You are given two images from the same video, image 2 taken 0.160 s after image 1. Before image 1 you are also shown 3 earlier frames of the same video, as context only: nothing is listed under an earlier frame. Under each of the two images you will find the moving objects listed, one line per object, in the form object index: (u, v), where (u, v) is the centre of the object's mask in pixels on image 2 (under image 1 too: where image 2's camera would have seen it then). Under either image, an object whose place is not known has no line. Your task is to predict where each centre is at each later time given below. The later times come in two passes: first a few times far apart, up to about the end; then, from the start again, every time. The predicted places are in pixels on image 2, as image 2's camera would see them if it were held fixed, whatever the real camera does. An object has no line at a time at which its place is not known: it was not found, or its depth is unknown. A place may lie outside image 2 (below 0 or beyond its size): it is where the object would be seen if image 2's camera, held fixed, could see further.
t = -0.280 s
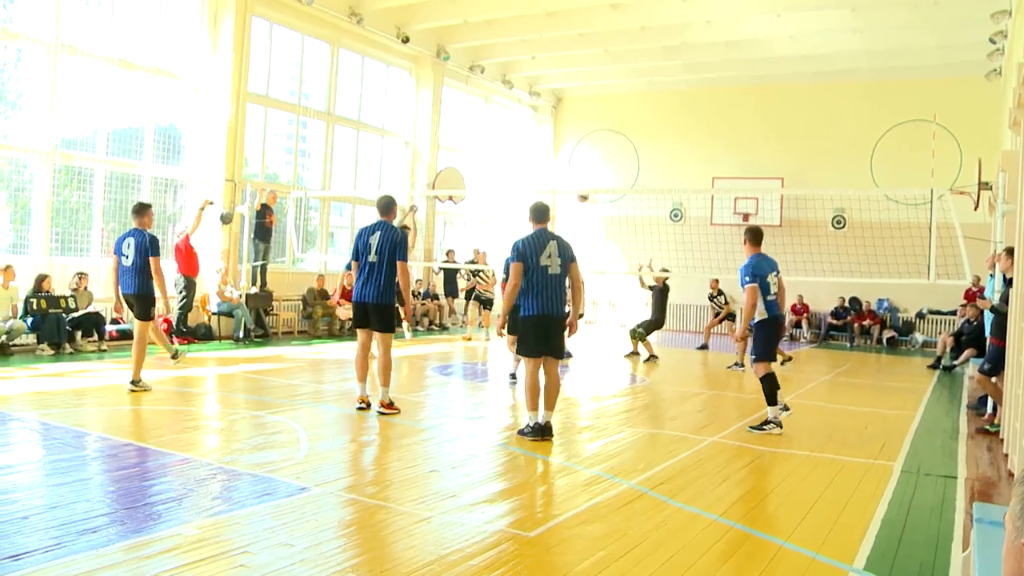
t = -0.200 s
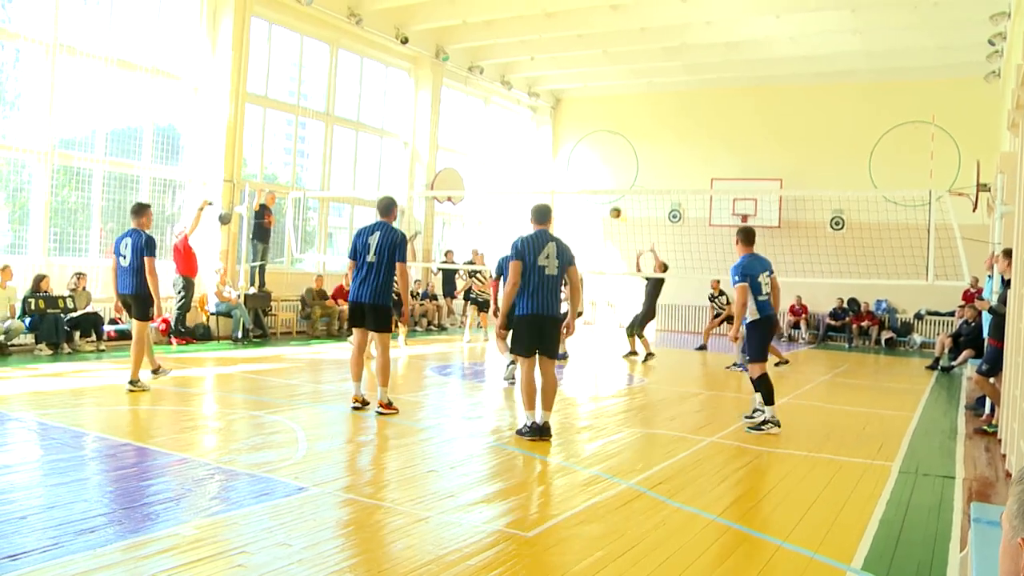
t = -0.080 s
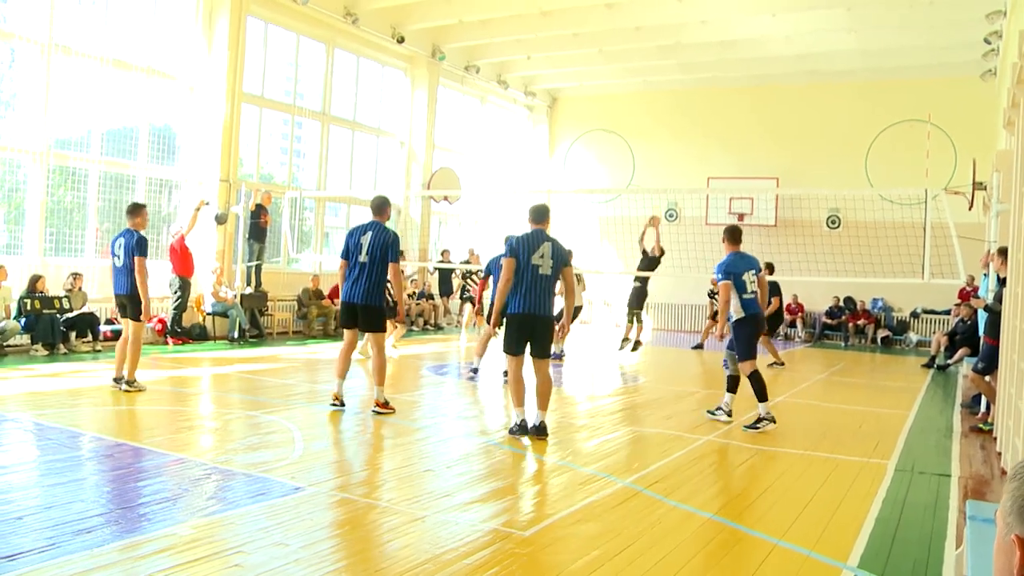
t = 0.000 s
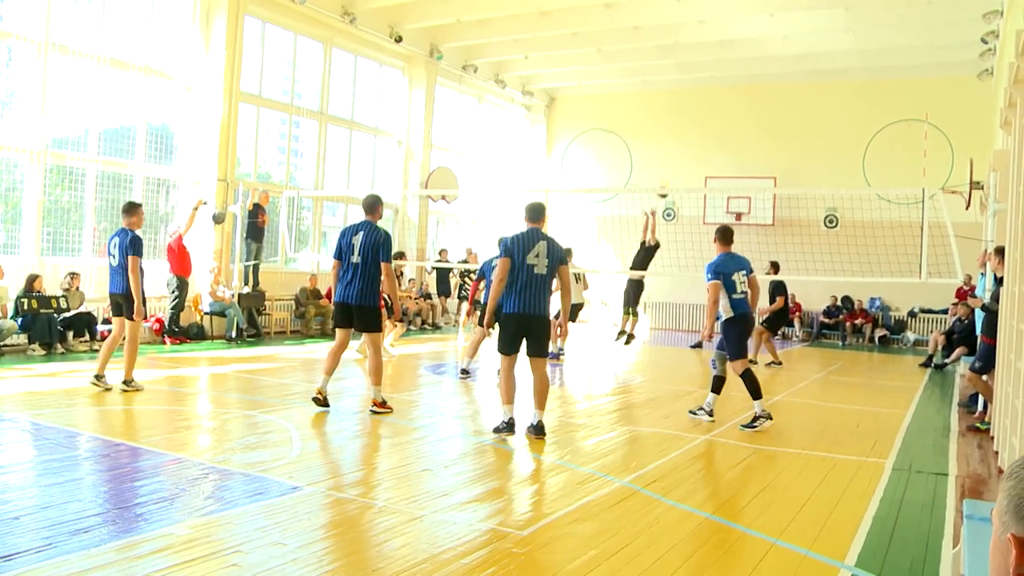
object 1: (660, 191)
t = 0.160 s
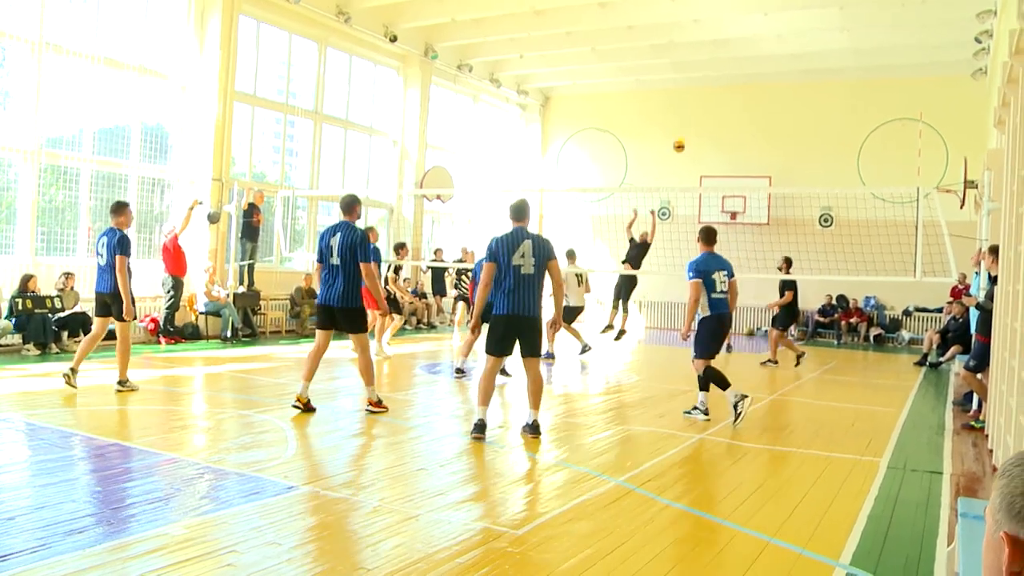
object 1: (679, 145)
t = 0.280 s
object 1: (693, 122)
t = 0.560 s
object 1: (724, 99)
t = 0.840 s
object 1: (751, 122)
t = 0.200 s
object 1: (684, 136)
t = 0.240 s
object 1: (689, 129)
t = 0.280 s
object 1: (693, 122)
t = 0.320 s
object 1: (697, 116)
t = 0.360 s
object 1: (702, 110)
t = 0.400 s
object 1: (707, 107)
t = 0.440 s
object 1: (711, 104)
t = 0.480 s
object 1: (715, 101)
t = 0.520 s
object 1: (720, 100)
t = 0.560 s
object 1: (724, 99)
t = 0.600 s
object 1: (728, 100)
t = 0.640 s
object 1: (732, 101)
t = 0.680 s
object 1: (736, 103)
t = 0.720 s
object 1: (739, 106)
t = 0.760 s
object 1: (743, 110)
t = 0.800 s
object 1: (747, 116)
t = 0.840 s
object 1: (751, 122)
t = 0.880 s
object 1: (754, 129)
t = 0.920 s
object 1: (757, 136)
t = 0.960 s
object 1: (760, 145)
